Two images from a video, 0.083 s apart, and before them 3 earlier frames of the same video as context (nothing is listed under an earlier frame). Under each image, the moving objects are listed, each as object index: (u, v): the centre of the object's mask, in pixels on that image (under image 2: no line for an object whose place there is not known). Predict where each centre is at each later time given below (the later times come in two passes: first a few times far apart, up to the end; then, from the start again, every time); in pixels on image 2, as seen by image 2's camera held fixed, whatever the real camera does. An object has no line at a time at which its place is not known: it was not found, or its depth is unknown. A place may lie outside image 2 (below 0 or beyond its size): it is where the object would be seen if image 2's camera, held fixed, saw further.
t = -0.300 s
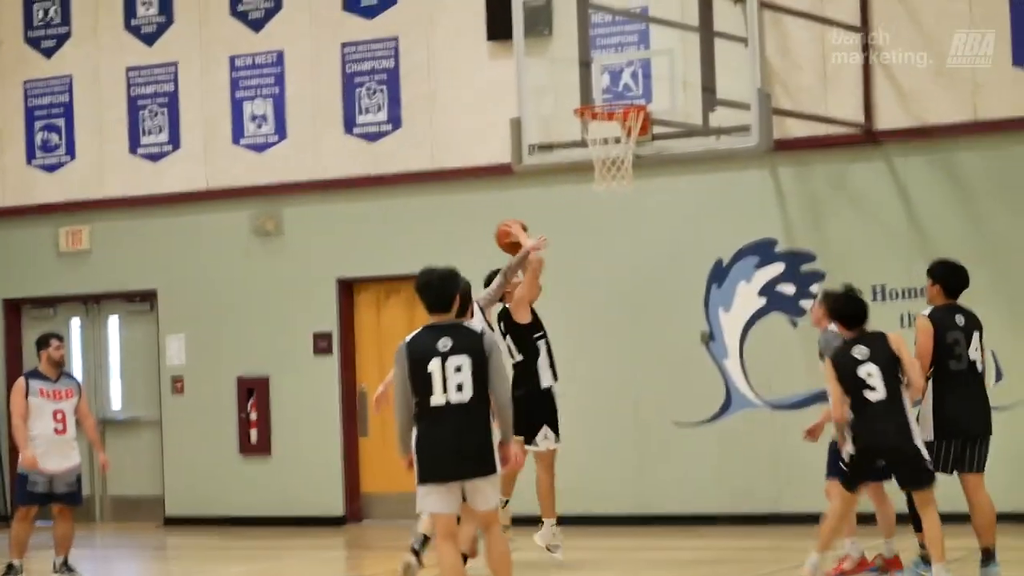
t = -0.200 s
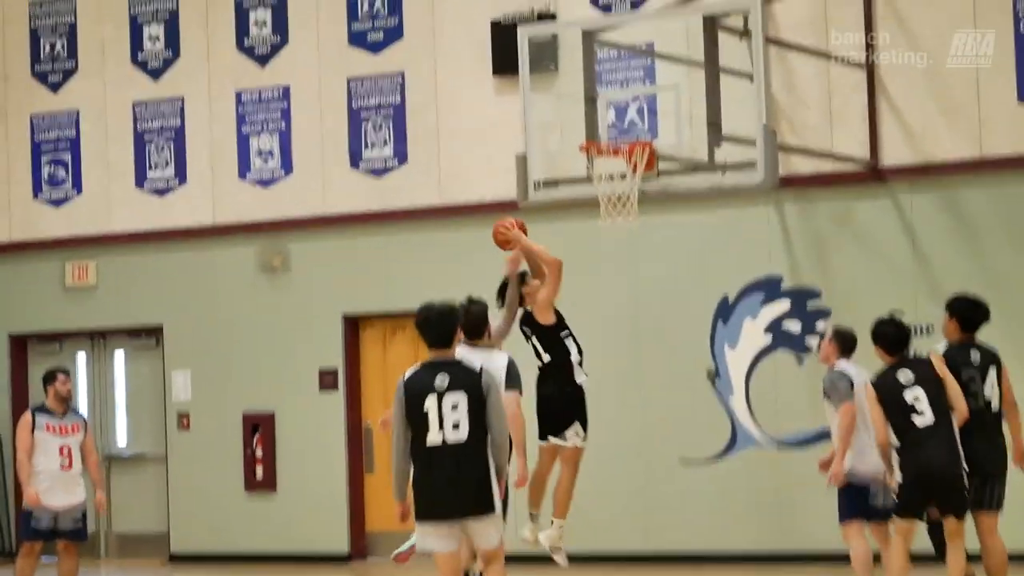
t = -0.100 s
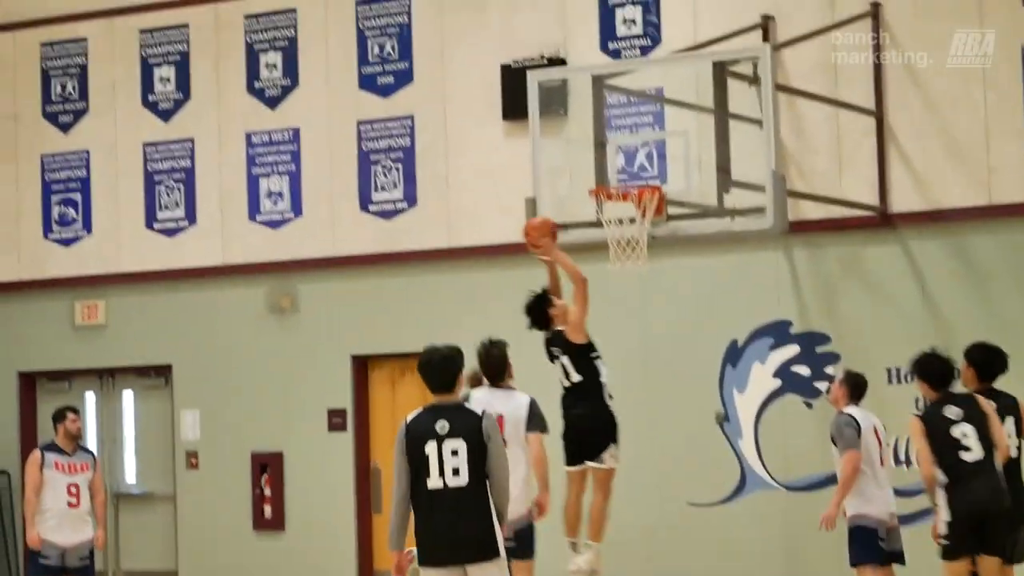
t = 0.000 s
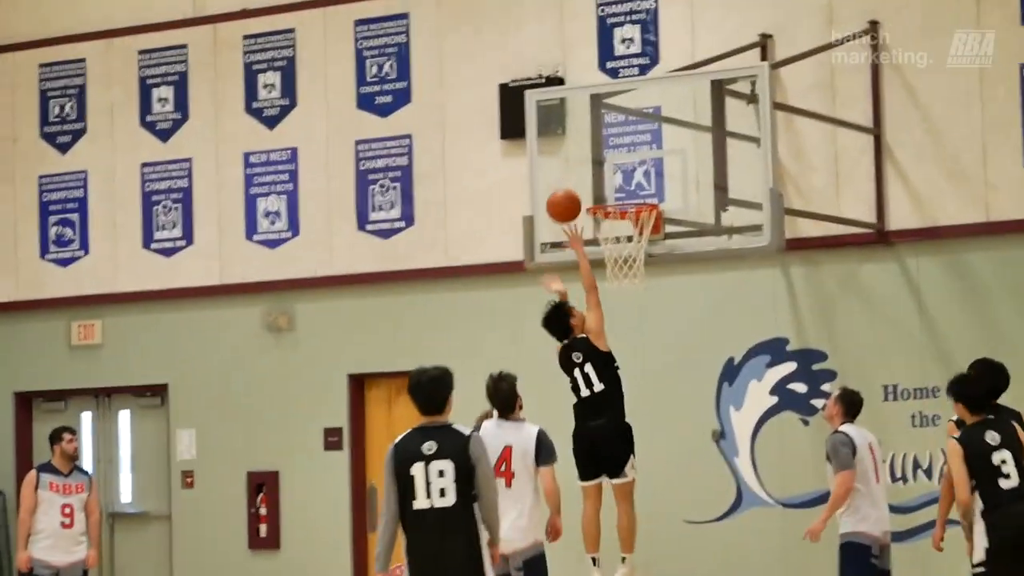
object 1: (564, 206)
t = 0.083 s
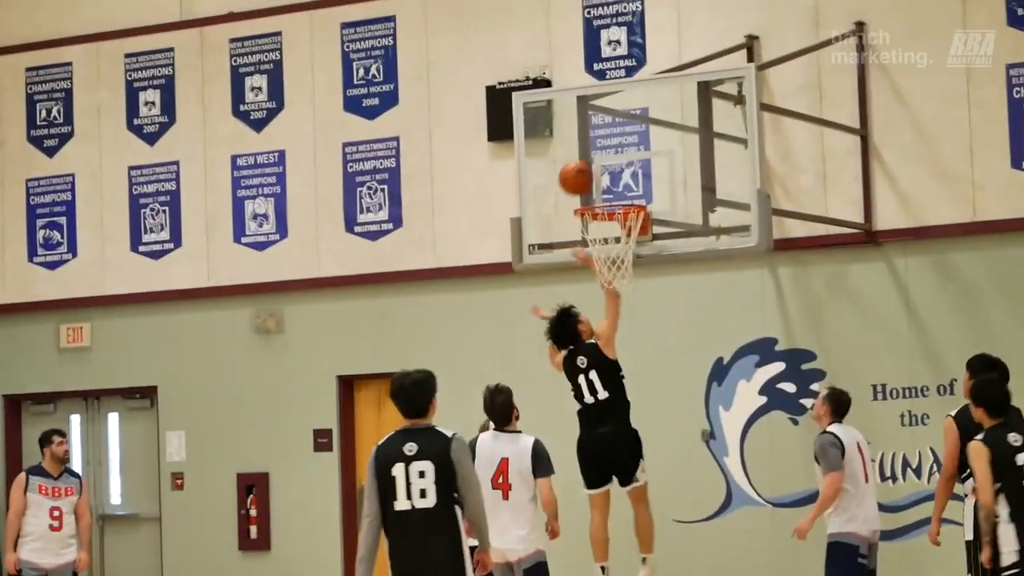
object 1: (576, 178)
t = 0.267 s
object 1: (599, 165)
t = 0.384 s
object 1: (608, 185)
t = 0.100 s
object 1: (581, 173)
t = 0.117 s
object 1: (586, 169)
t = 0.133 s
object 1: (588, 167)
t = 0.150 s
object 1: (590, 165)
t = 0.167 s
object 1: (591, 165)
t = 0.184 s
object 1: (592, 164)
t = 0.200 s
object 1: (594, 163)
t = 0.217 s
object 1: (595, 162)
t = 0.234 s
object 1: (596, 163)
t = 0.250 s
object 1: (598, 164)
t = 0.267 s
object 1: (599, 165)
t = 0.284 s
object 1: (600, 166)
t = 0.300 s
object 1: (601, 168)
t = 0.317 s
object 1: (602, 170)
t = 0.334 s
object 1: (603, 173)
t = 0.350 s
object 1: (605, 177)
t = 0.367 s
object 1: (606, 181)
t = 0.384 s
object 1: (608, 185)
